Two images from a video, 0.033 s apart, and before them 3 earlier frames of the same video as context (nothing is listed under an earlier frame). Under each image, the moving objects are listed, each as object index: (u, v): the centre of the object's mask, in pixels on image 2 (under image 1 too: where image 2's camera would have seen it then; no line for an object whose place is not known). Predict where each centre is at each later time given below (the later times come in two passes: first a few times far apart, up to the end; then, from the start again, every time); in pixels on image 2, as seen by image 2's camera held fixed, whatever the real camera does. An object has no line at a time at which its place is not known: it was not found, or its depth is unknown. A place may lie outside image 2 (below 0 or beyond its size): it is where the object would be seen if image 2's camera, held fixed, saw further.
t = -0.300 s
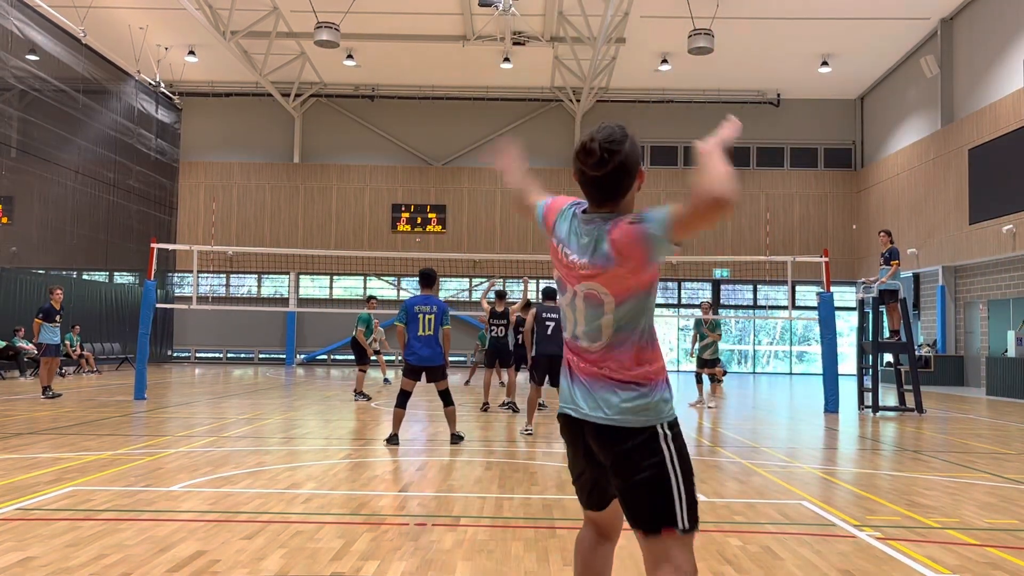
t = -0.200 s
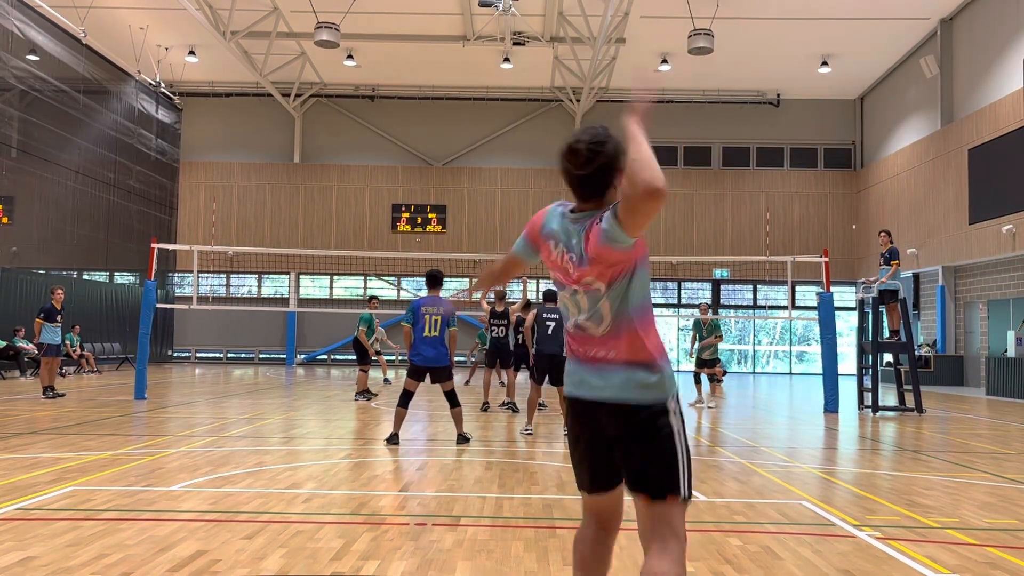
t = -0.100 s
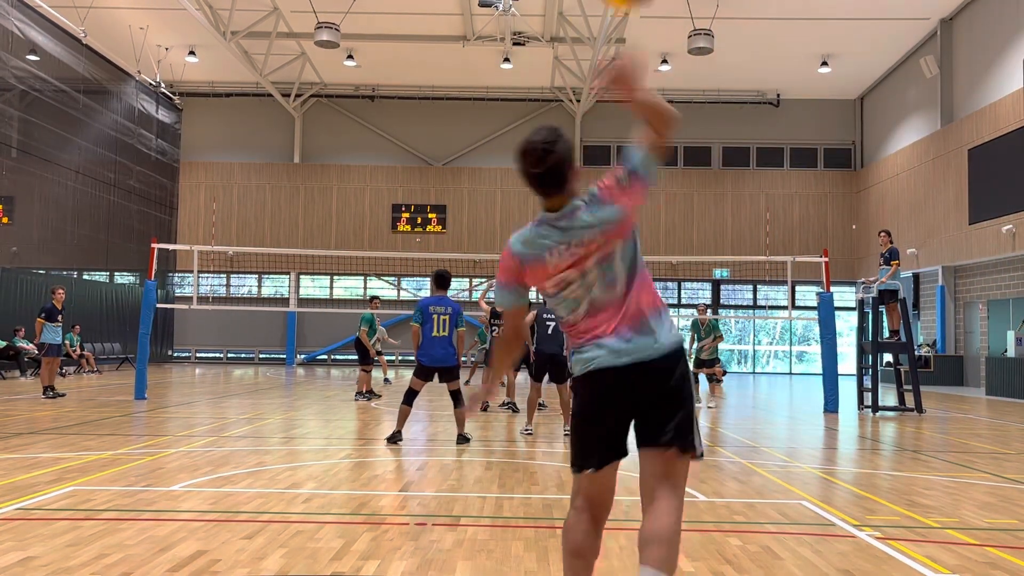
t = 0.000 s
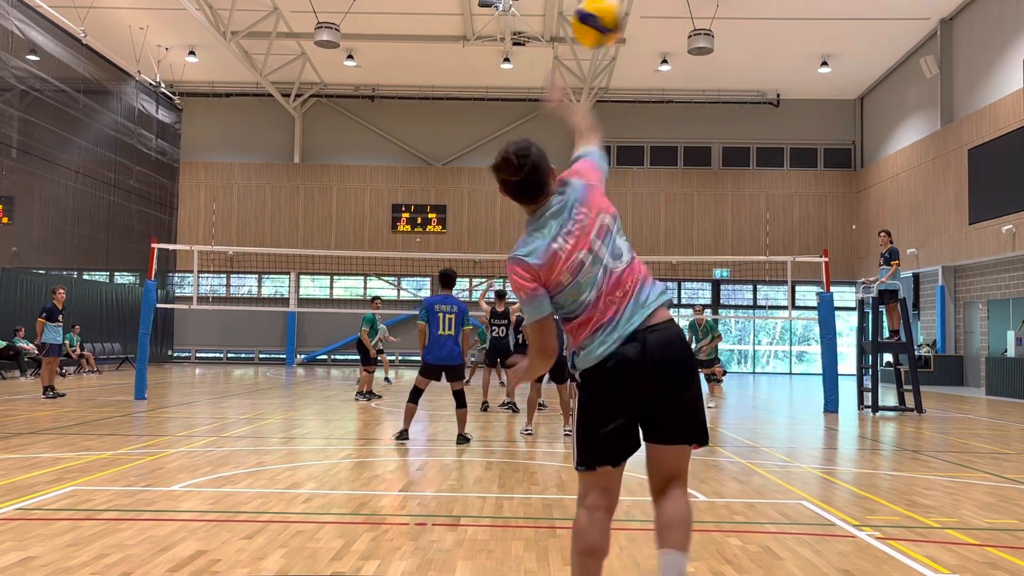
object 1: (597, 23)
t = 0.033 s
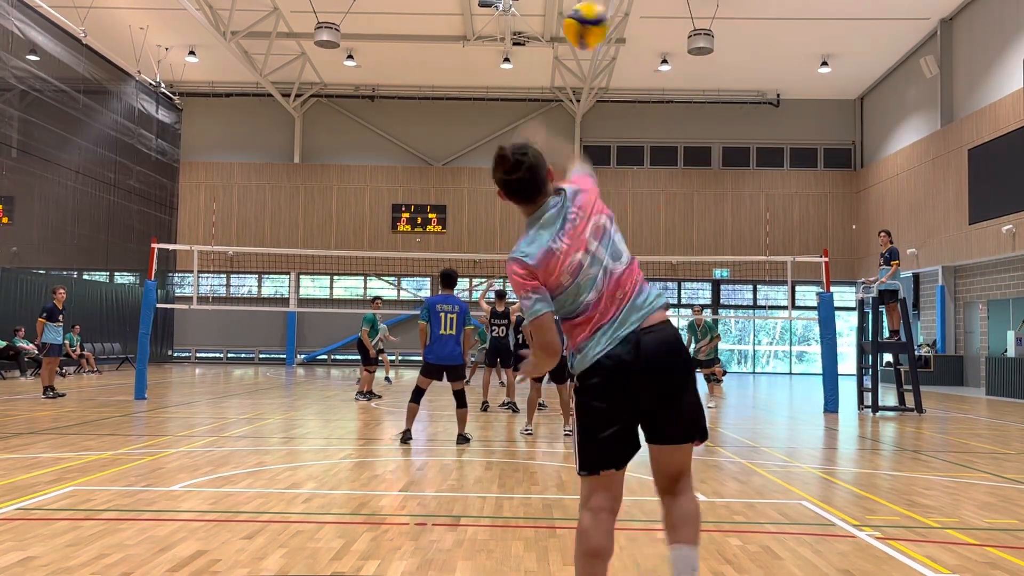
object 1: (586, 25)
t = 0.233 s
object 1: (559, 57)
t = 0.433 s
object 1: (554, 103)
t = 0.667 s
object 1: (553, 161)
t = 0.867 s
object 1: (552, 212)
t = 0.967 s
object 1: (551, 240)
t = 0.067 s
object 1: (578, 30)
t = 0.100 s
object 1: (572, 35)
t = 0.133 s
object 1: (568, 40)
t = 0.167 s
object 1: (564, 45)
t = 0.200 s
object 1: (561, 51)
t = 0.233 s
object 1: (559, 57)
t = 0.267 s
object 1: (557, 64)
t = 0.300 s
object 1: (556, 72)
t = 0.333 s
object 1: (555, 79)
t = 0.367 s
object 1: (554, 88)
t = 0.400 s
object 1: (554, 94)
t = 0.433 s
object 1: (554, 103)
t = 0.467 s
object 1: (554, 110)
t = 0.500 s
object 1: (554, 118)
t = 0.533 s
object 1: (554, 127)
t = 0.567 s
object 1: (554, 135)
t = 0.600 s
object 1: (553, 144)
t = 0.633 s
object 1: (553, 152)
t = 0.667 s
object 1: (553, 161)
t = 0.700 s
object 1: (553, 168)
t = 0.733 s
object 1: (552, 178)
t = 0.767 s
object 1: (552, 186)
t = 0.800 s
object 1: (552, 196)
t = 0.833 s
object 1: (552, 205)
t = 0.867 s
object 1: (552, 212)
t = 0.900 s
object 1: (551, 221)
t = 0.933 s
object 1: (551, 232)
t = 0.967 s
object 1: (551, 240)
